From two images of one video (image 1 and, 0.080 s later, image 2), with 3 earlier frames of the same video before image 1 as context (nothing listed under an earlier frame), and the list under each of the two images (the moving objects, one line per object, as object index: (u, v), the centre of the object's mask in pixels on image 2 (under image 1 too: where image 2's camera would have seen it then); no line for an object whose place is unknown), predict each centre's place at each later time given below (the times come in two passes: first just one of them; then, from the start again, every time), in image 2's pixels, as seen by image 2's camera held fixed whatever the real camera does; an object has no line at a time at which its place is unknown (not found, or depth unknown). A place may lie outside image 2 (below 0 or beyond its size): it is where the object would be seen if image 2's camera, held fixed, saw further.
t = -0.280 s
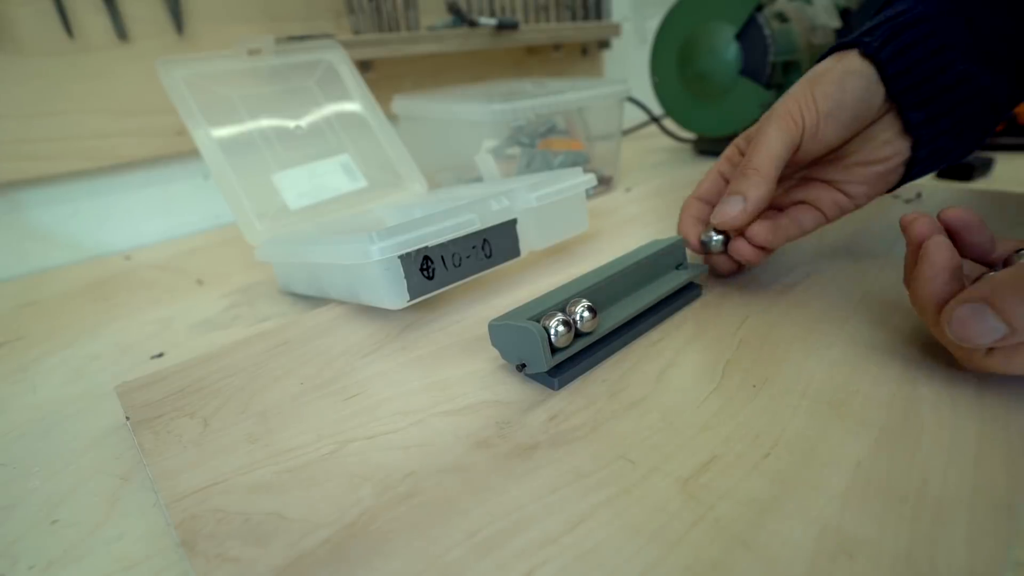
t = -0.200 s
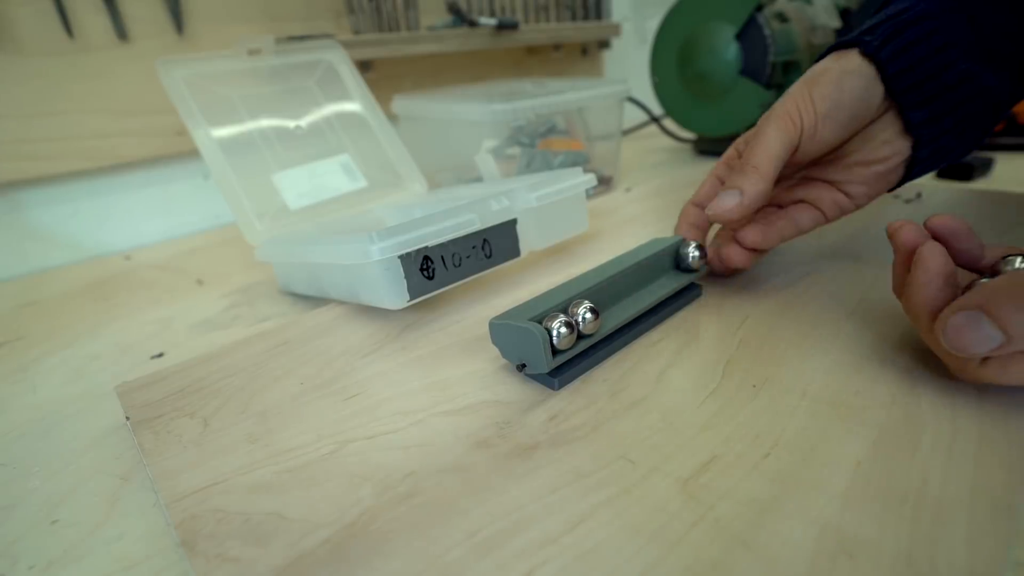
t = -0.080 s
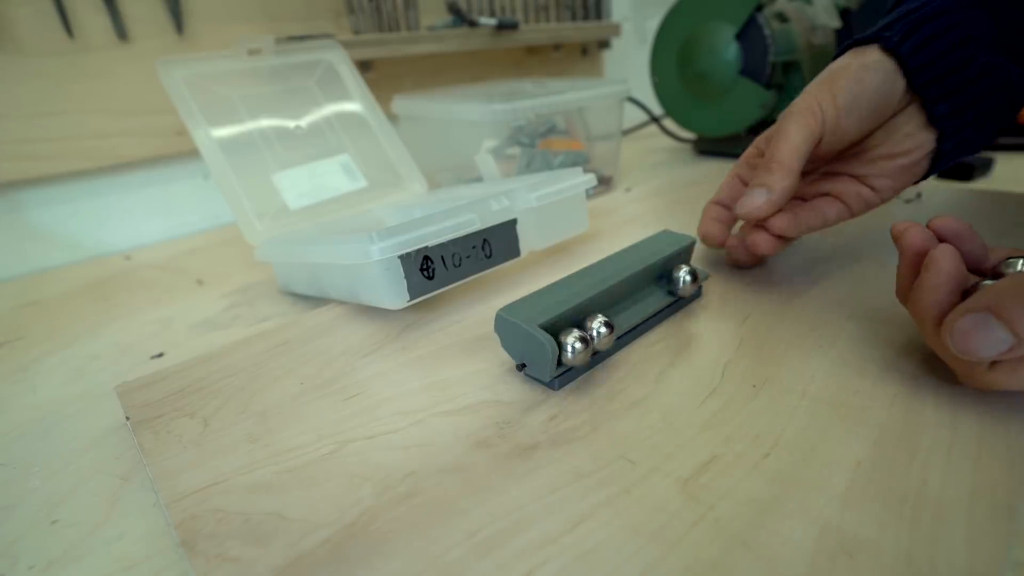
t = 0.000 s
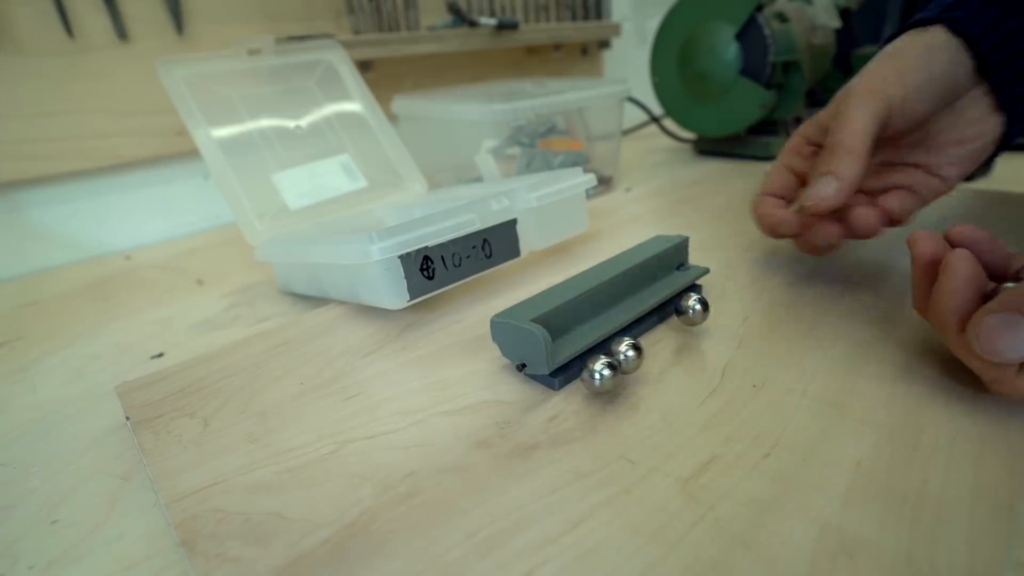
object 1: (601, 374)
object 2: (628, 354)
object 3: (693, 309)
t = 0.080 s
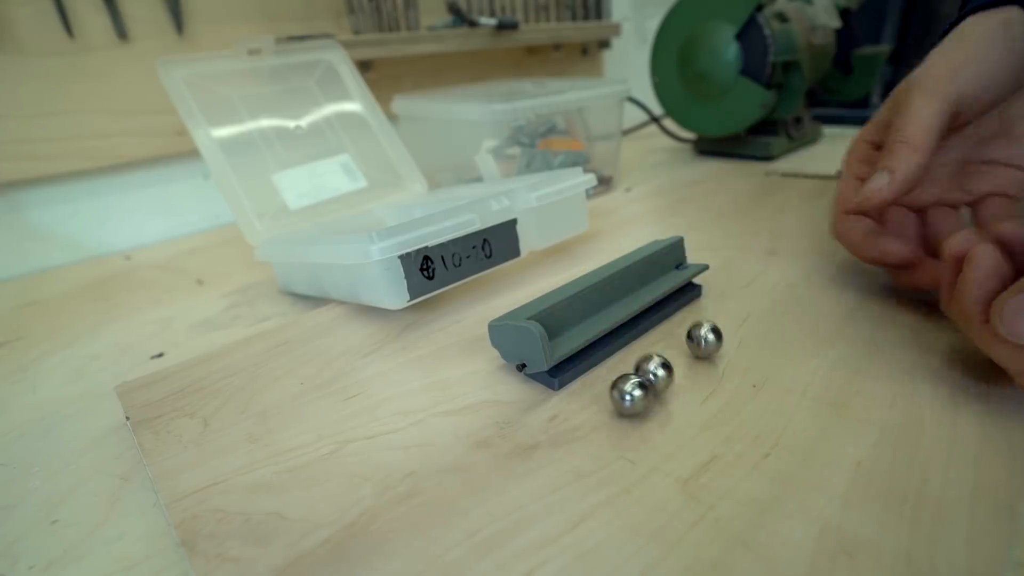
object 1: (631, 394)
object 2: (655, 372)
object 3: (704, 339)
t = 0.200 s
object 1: (681, 419)
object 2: (705, 394)
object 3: (731, 377)
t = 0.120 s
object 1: (645, 402)
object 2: (671, 379)
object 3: (711, 352)
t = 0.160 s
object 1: (663, 411)
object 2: (688, 387)
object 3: (720, 364)
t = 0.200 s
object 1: (681, 419)
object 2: (705, 394)
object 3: (731, 377)
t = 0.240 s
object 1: (693, 435)
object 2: (719, 403)
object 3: (749, 386)
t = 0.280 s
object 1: (707, 451)
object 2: (734, 410)
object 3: (769, 395)
